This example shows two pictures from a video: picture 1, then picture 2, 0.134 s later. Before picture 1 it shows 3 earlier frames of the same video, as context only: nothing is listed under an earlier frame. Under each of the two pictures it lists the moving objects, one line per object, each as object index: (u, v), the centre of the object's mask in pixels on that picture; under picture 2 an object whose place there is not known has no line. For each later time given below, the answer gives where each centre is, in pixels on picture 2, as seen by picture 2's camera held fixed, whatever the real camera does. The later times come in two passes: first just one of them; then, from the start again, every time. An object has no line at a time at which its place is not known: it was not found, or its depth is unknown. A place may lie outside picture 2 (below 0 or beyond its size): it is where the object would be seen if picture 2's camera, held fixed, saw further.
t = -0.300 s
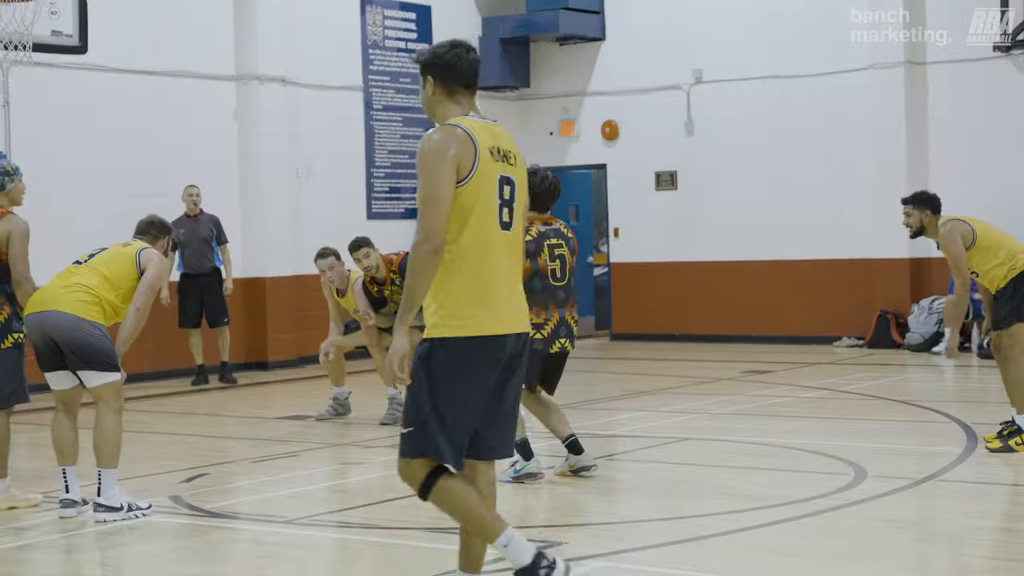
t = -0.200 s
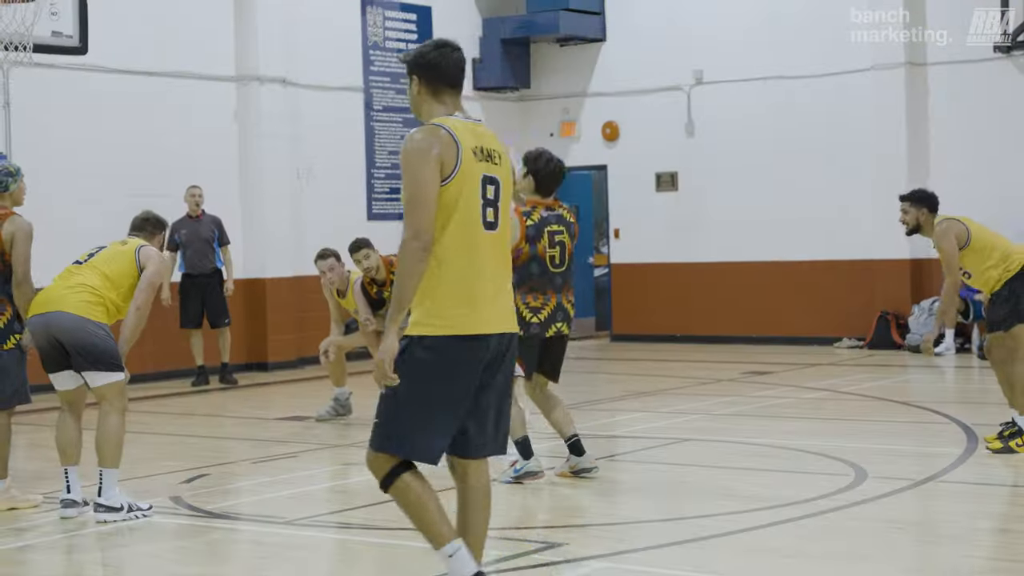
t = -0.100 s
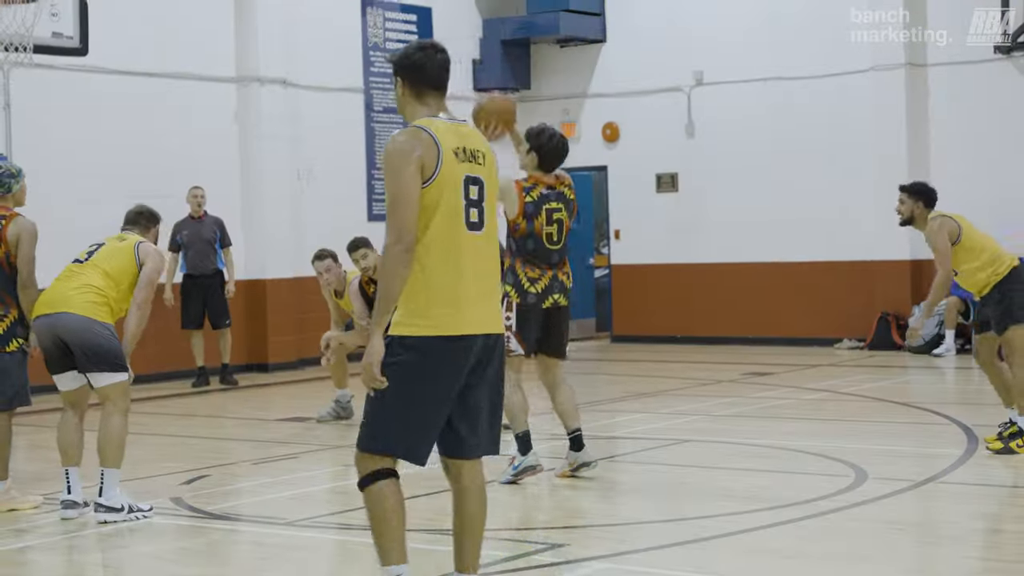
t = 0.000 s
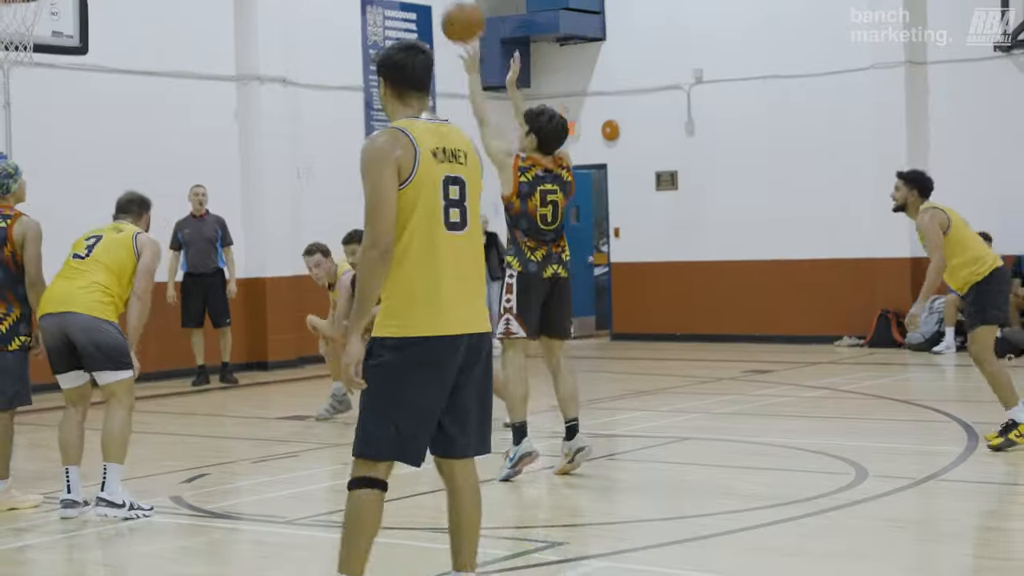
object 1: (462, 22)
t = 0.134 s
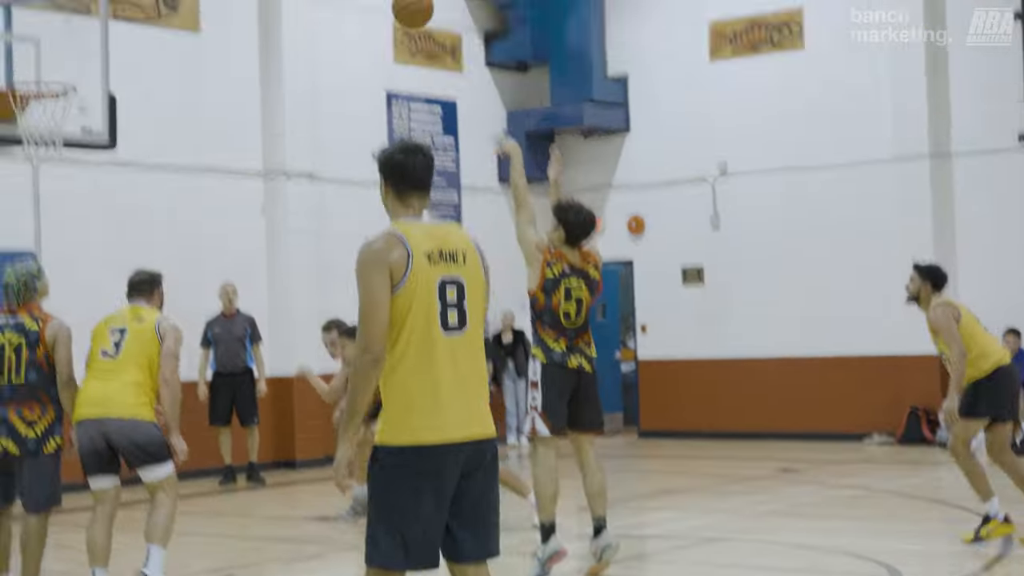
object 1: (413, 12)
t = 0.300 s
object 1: (328, -80)
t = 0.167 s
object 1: (395, -14)
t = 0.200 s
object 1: (378, -34)
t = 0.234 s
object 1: (361, -52)
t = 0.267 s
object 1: (344, -67)
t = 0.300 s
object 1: (328, -80)
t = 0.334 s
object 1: (312, -89)
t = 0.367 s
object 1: (297, -97)
